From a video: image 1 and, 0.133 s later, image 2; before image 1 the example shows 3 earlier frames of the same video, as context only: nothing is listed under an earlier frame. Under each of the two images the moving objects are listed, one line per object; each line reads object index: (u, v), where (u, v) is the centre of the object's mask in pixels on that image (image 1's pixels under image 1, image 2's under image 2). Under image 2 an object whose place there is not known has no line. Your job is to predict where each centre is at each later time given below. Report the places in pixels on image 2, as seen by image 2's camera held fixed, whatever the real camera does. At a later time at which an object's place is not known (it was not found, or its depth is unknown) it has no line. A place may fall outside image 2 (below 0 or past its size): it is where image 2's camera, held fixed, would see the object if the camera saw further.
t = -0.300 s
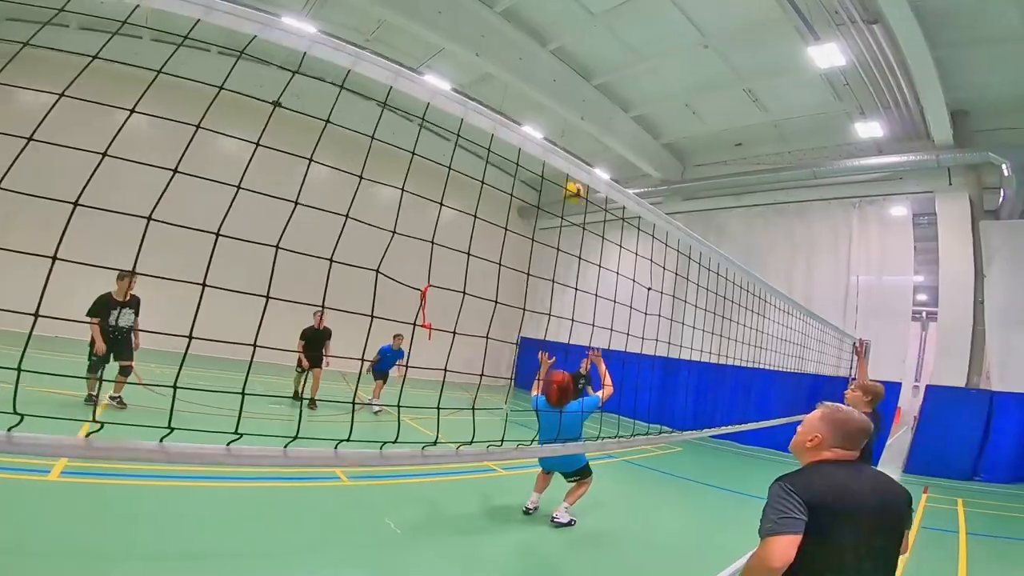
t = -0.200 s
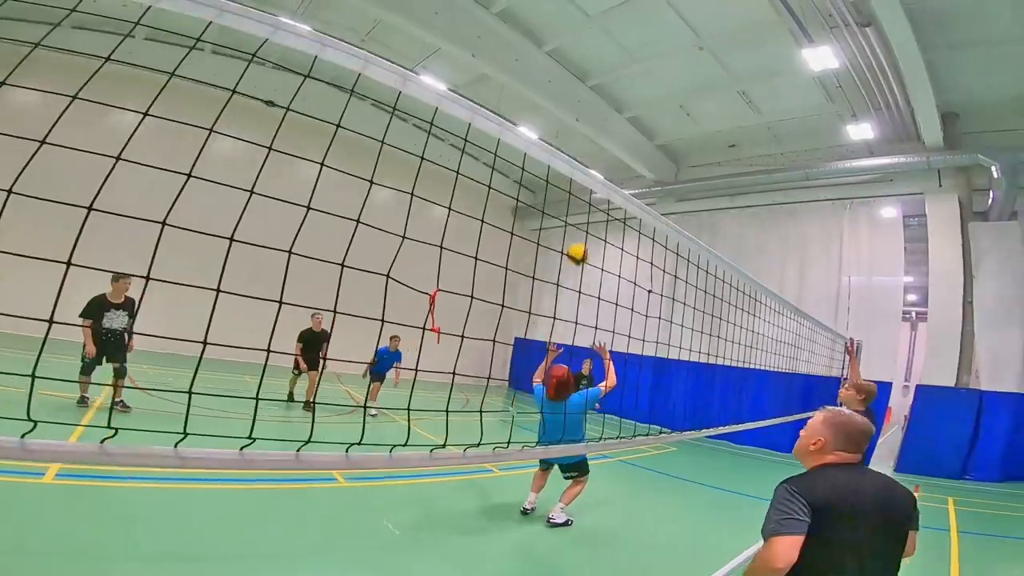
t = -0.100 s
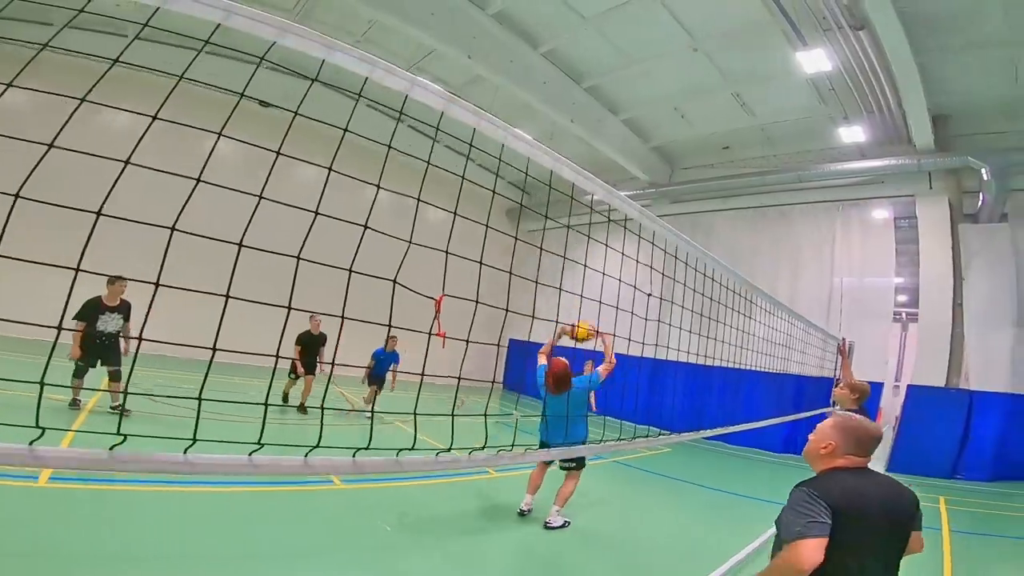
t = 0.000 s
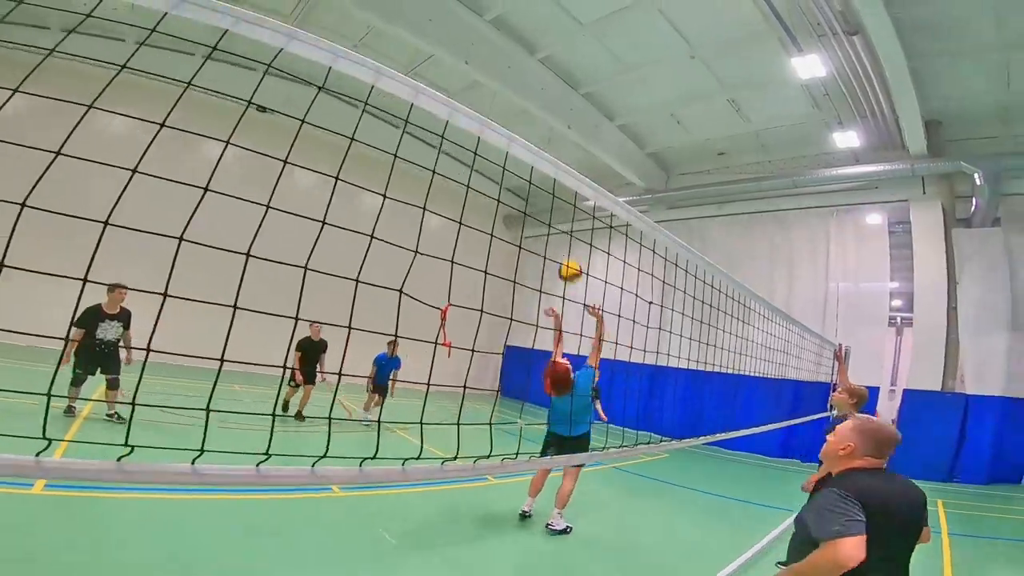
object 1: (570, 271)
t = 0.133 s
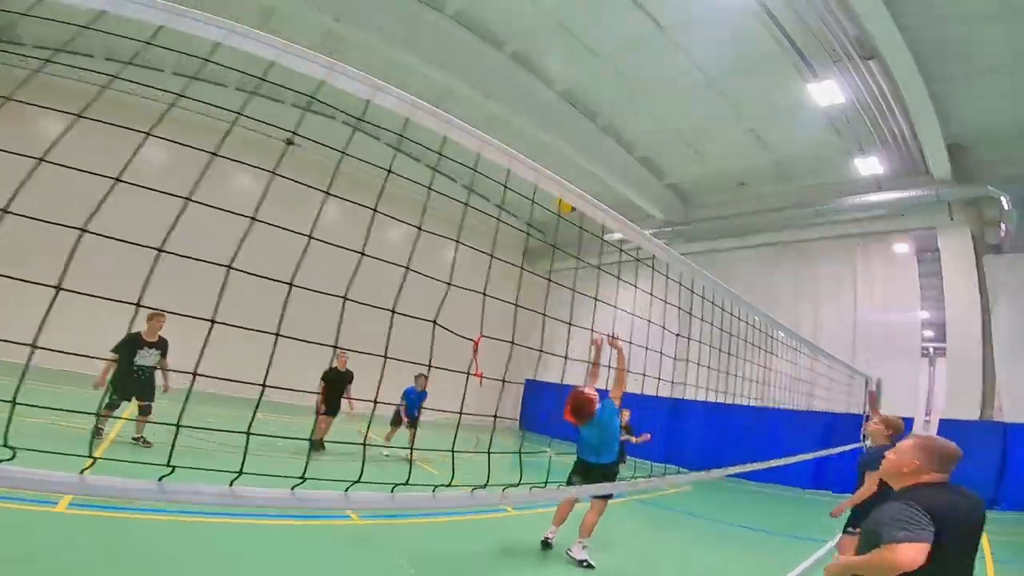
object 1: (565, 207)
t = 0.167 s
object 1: (567, 173)
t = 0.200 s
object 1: (558, 157)
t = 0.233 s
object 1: (553, 140)
